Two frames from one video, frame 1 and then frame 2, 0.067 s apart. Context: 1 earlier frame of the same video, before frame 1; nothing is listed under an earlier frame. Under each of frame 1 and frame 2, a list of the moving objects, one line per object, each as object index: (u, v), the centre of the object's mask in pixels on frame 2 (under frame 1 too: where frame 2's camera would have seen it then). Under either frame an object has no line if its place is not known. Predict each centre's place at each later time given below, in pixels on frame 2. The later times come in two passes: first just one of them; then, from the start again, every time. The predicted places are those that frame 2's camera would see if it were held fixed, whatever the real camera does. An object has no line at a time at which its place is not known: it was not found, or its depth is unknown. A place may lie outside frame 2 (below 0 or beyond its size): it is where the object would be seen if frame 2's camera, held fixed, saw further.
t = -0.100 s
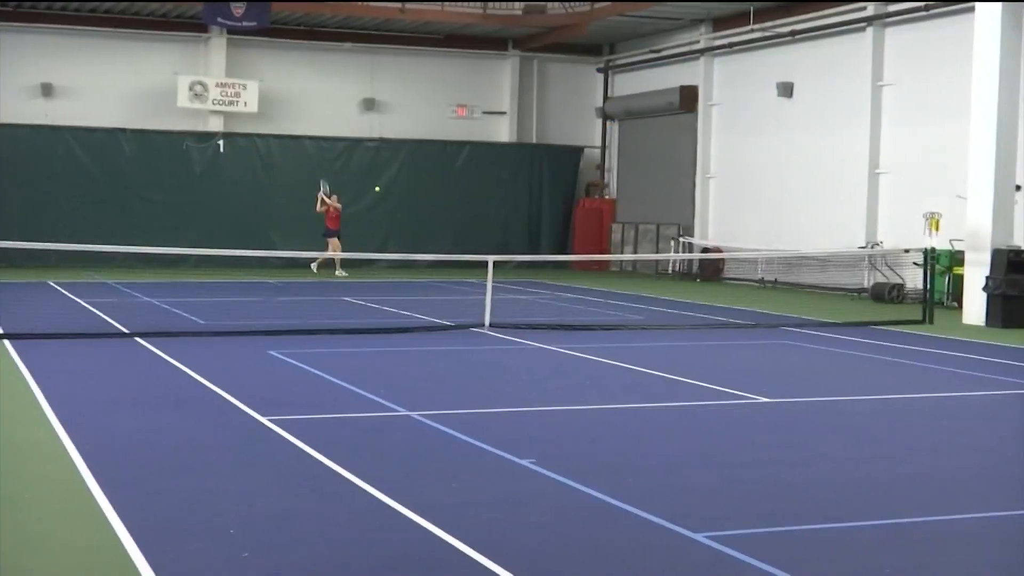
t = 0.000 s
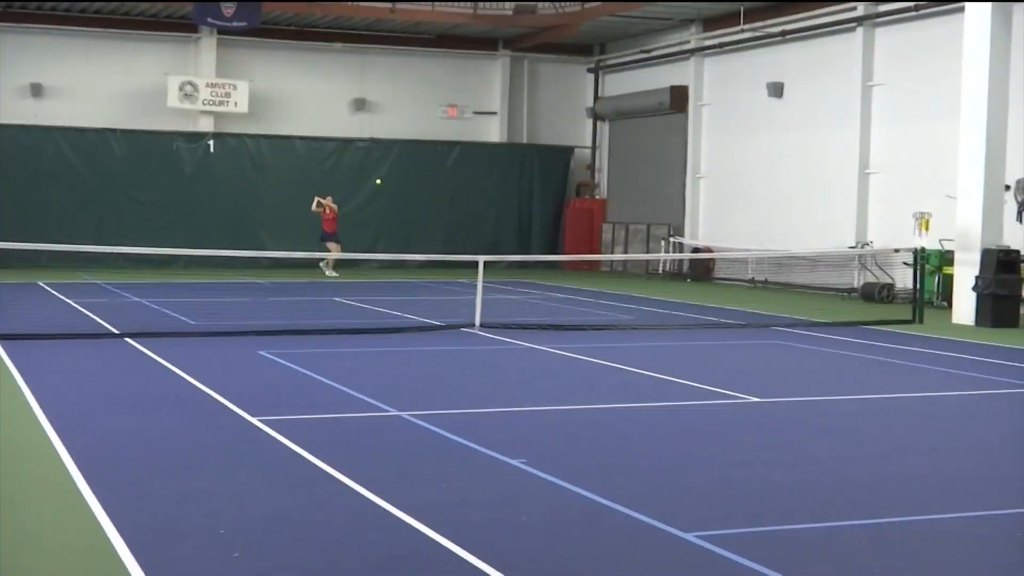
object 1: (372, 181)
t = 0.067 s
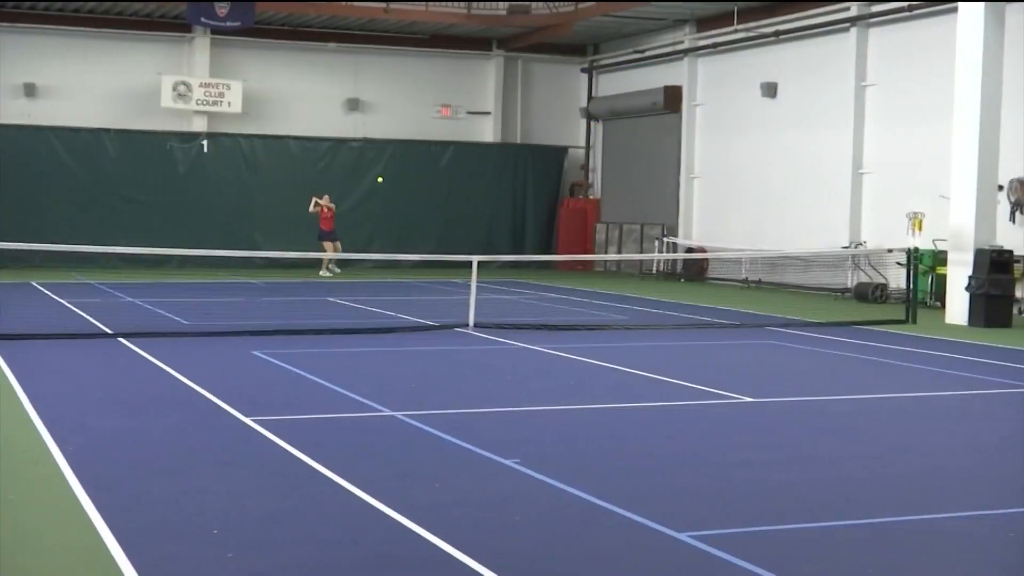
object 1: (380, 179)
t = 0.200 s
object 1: (398, 185)
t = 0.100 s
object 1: (384, 179)
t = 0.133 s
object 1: (388, 180)
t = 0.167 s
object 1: (393, 182)
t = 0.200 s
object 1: (398, 185)
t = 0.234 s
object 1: (403, 189)
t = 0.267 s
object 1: (408, 194)
